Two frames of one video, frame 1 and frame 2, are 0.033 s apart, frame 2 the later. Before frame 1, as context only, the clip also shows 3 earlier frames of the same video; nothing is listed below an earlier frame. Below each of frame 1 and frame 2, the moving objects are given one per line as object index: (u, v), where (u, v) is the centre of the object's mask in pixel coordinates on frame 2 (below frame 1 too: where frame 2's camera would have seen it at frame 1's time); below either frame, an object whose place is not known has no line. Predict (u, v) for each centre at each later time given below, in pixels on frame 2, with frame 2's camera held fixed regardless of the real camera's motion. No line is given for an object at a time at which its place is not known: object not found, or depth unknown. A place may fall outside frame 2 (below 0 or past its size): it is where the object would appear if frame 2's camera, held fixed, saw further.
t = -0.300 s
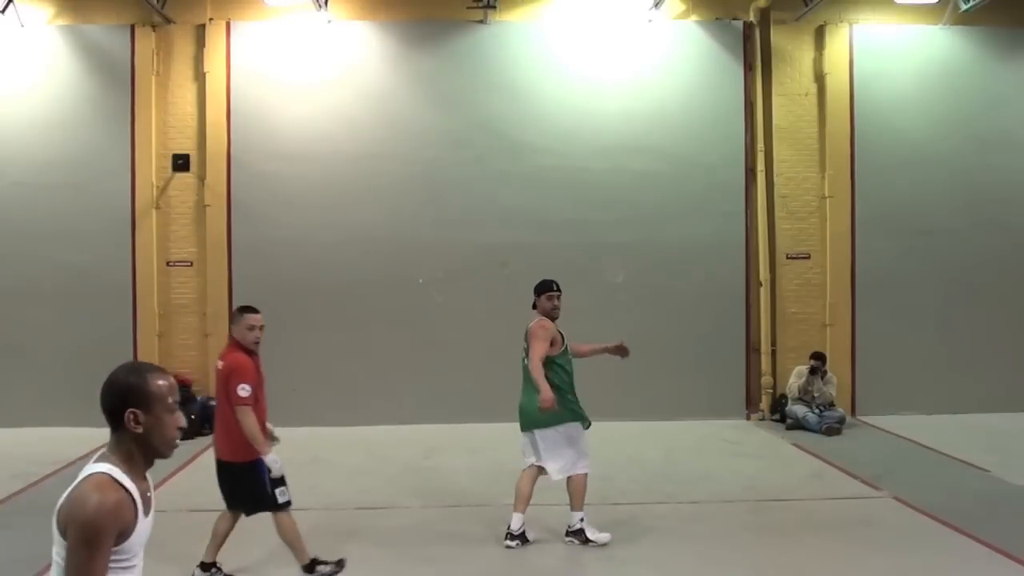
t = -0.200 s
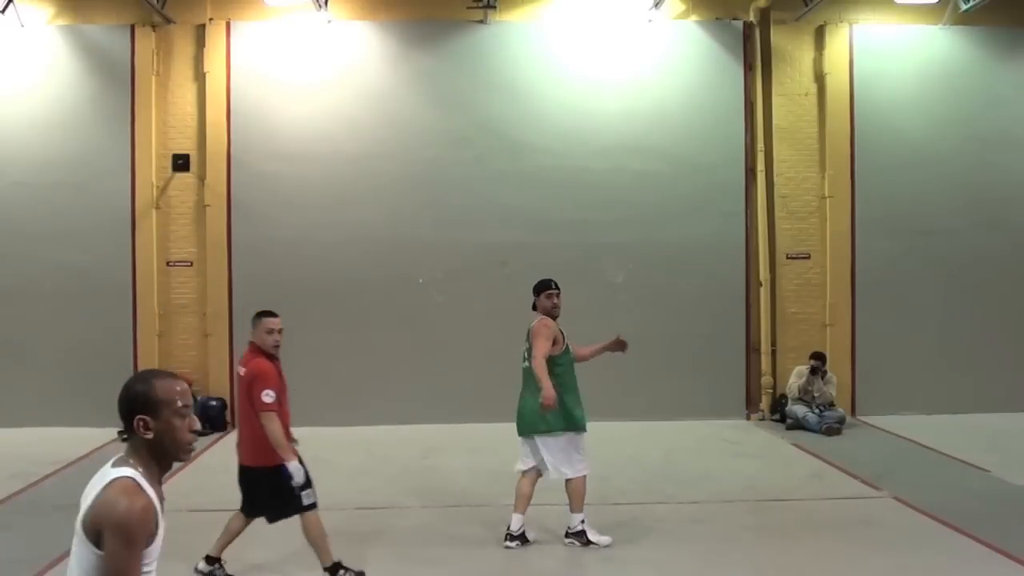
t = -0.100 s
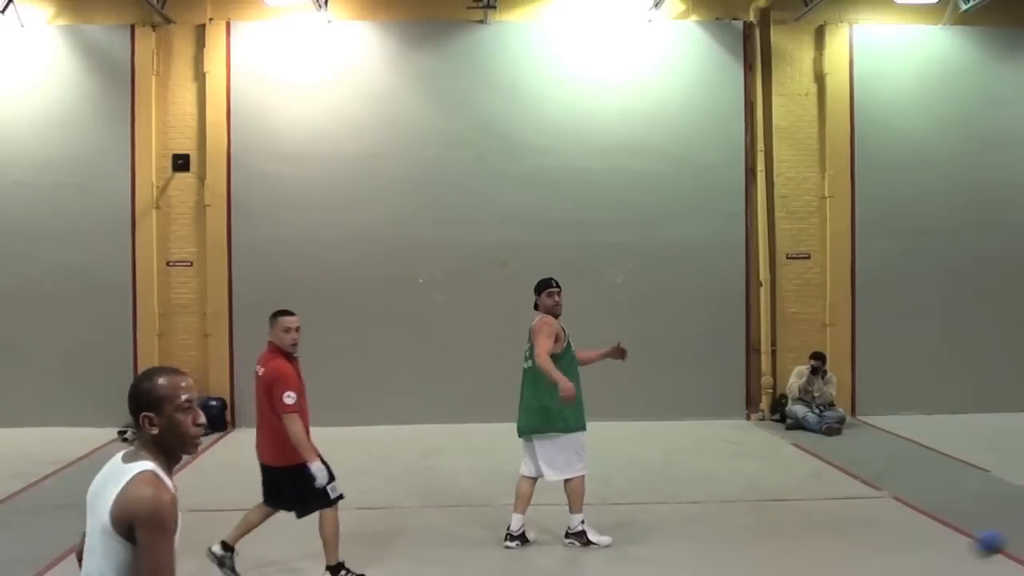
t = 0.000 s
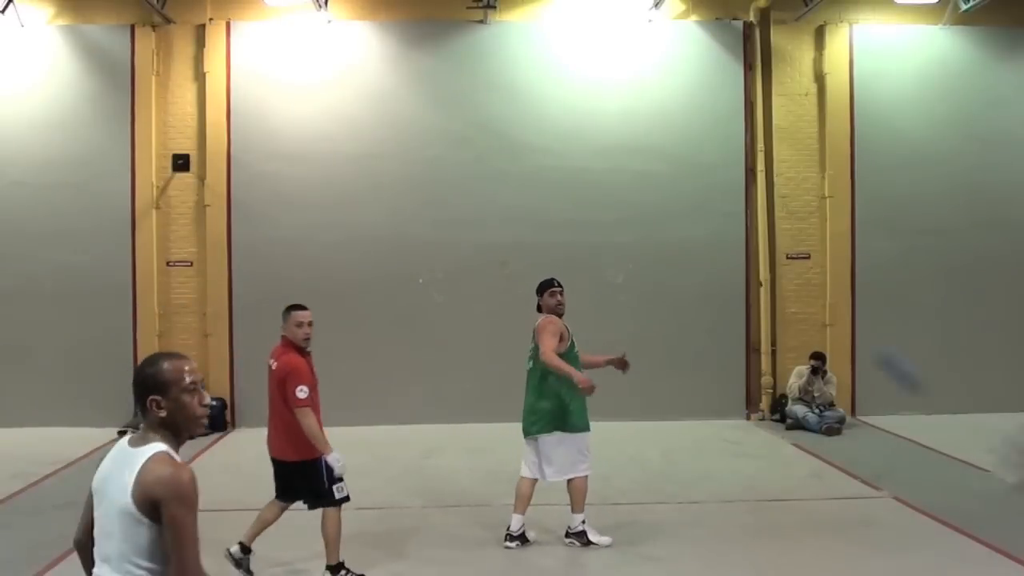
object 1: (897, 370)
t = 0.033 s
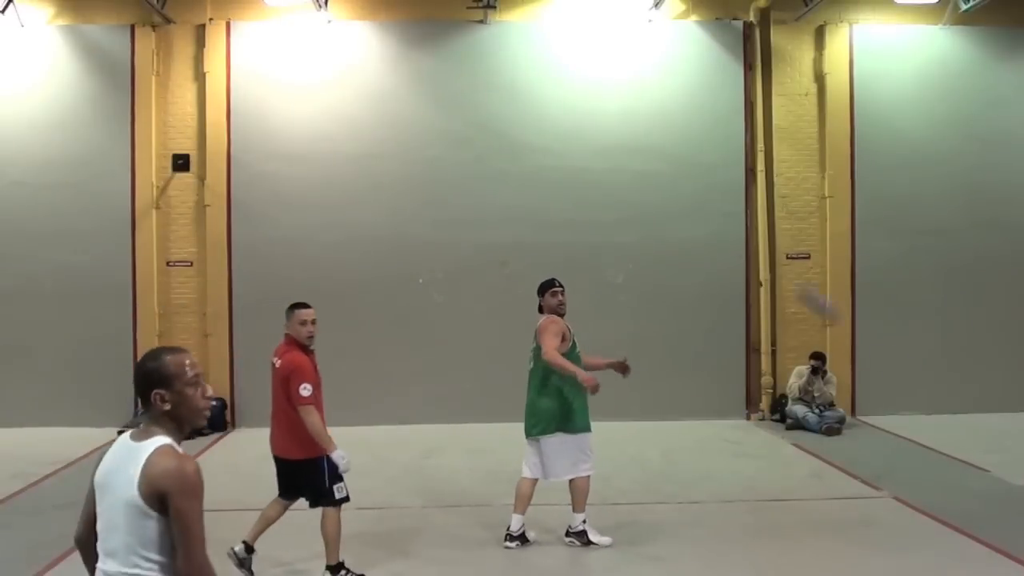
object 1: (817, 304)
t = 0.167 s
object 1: (611, 165)
